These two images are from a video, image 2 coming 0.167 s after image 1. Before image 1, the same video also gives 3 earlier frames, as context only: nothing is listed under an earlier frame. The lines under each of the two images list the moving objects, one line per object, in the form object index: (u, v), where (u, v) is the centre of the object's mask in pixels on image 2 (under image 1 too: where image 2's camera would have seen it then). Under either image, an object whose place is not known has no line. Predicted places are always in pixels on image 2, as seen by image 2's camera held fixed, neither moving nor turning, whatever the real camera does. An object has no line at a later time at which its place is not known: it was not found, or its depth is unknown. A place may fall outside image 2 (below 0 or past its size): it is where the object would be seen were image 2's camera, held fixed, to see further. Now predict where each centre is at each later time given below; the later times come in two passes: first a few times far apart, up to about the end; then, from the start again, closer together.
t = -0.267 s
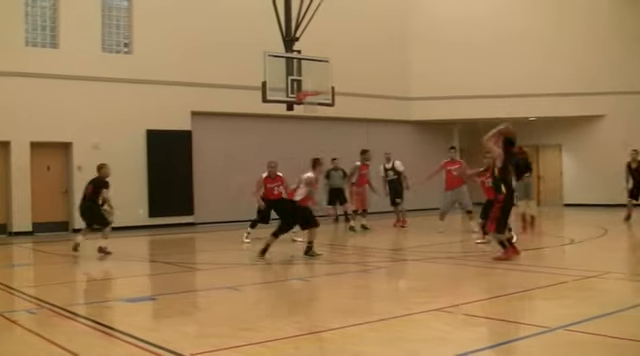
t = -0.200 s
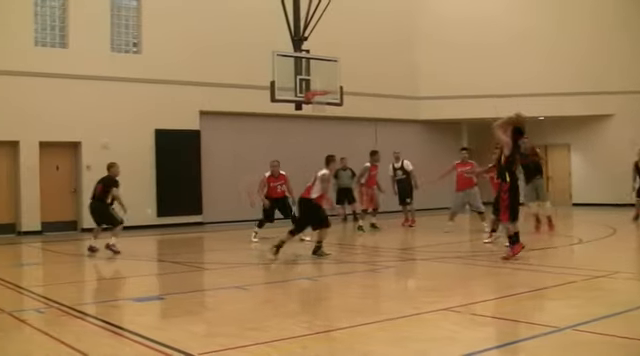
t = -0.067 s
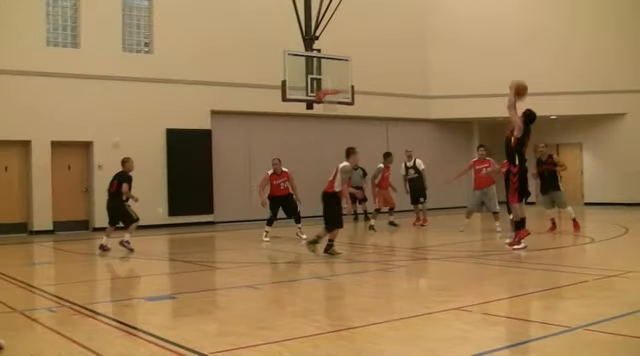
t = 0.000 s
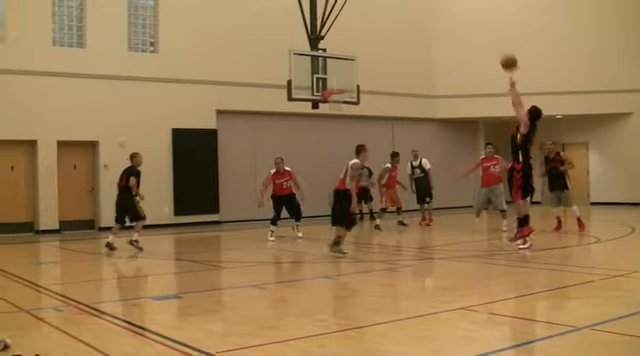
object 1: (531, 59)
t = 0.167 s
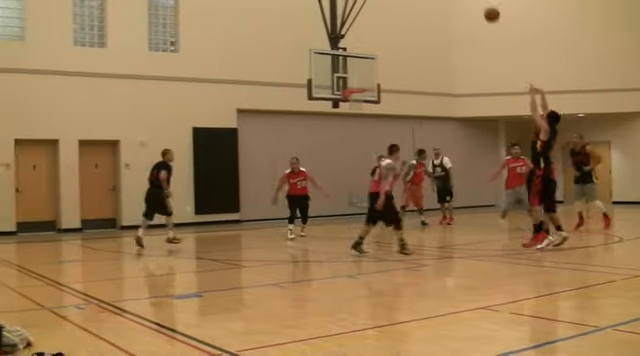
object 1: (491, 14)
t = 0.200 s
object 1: (484, 8)
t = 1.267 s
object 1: (351, 104)
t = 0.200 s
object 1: (484, 8)
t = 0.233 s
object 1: (477, 6)
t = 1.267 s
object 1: (351, 104)
